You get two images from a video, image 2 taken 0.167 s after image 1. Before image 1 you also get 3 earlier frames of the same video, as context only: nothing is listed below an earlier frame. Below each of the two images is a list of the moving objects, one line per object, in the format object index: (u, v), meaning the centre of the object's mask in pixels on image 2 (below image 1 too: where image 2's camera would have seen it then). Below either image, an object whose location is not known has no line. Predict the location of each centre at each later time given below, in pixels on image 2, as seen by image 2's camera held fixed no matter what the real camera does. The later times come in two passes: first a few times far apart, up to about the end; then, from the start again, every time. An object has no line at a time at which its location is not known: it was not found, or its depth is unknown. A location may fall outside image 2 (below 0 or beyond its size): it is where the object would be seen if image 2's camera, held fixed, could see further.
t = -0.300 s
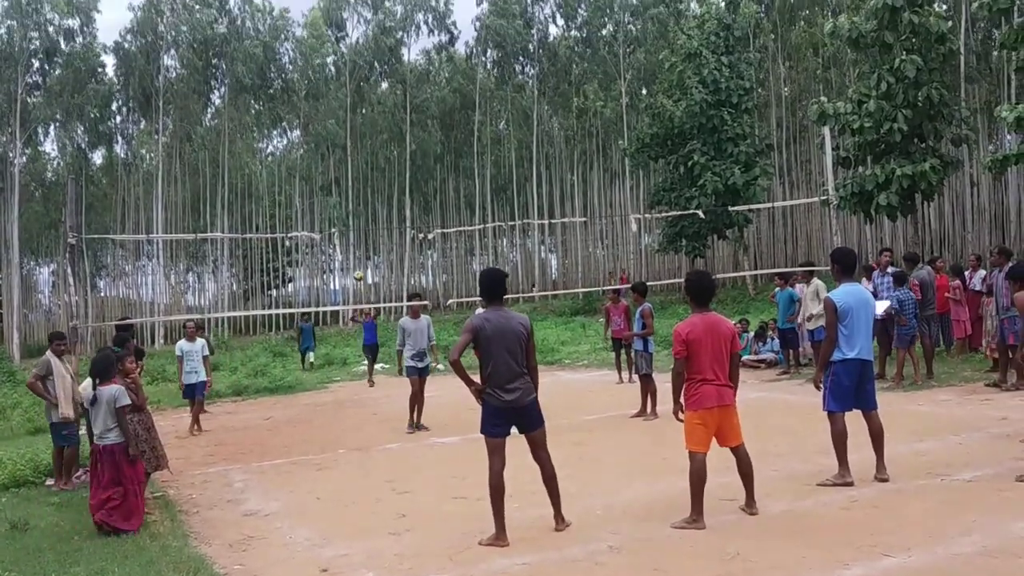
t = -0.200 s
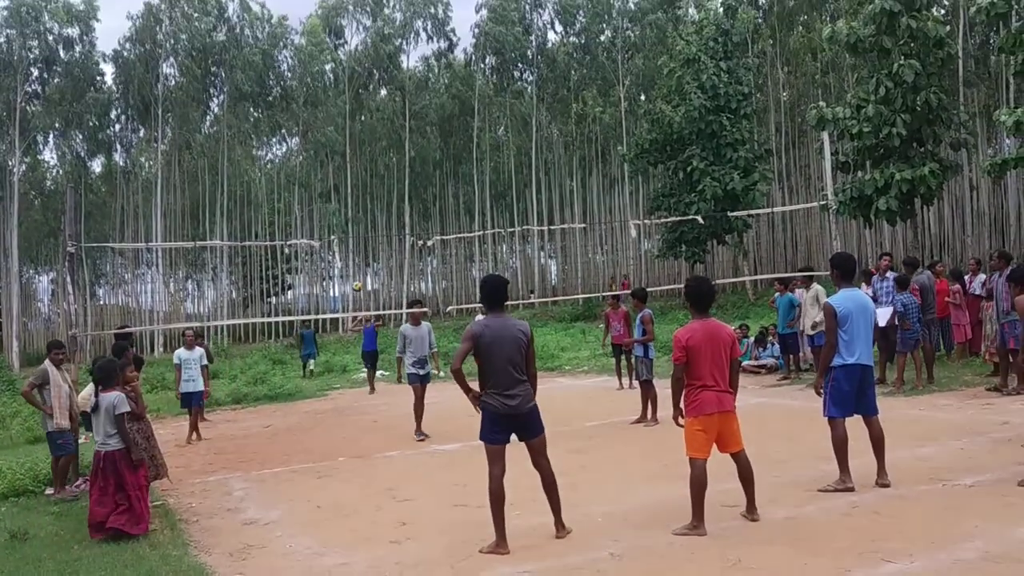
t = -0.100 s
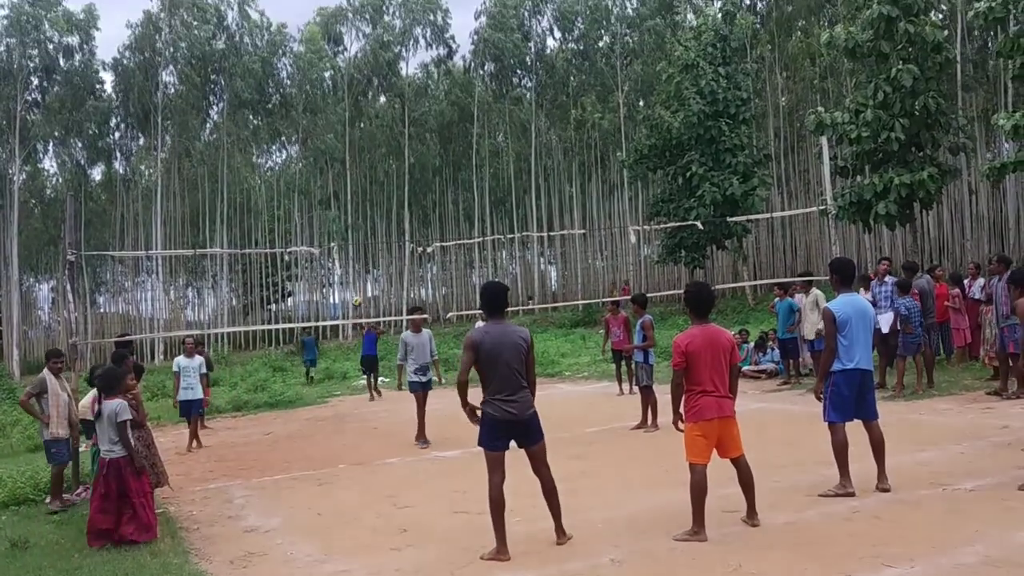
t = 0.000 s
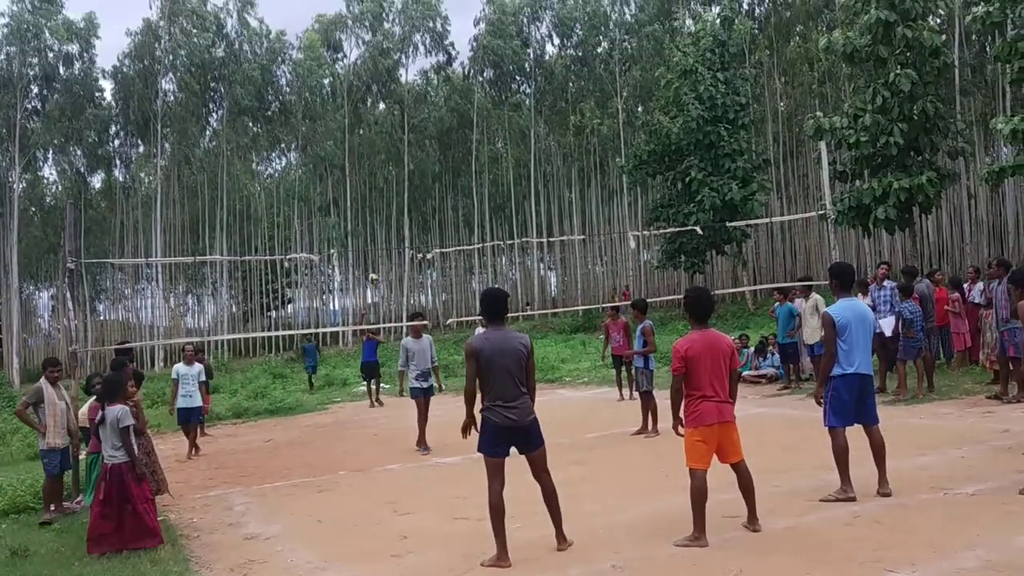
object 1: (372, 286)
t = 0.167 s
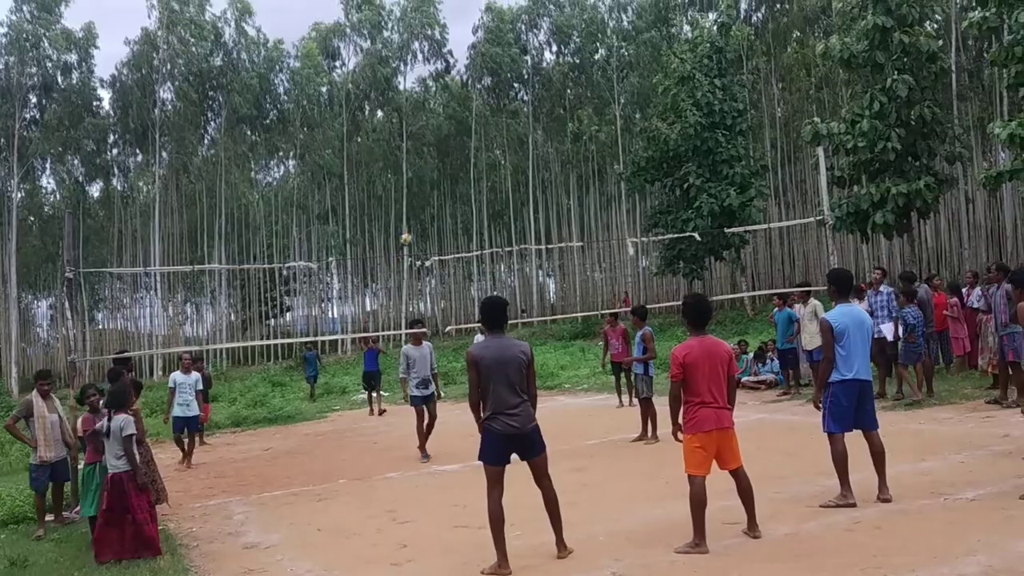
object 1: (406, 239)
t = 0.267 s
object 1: (430, 216)
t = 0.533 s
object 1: (521, 181)
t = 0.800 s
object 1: (666, 207)
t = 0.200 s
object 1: (414, 232)
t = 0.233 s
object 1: (422, 223)
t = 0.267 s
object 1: (430, 216)
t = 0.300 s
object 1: (440, 210)
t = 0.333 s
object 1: (450, 205)
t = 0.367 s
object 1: (459, 198)
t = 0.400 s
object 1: (470, 193)
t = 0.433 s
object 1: (483, 190)
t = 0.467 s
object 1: (495, 186)
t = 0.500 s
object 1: (508, 183)
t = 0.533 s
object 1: (521, 181)
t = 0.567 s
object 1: (536, 181)
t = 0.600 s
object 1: (550, 181)
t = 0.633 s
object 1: (566, 181)
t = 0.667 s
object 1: (584, 183)
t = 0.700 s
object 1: (603, 188)
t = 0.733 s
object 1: (622, 192)
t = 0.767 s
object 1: (643, 199)
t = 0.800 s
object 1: (666, 207)
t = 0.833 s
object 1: (691, 219)
